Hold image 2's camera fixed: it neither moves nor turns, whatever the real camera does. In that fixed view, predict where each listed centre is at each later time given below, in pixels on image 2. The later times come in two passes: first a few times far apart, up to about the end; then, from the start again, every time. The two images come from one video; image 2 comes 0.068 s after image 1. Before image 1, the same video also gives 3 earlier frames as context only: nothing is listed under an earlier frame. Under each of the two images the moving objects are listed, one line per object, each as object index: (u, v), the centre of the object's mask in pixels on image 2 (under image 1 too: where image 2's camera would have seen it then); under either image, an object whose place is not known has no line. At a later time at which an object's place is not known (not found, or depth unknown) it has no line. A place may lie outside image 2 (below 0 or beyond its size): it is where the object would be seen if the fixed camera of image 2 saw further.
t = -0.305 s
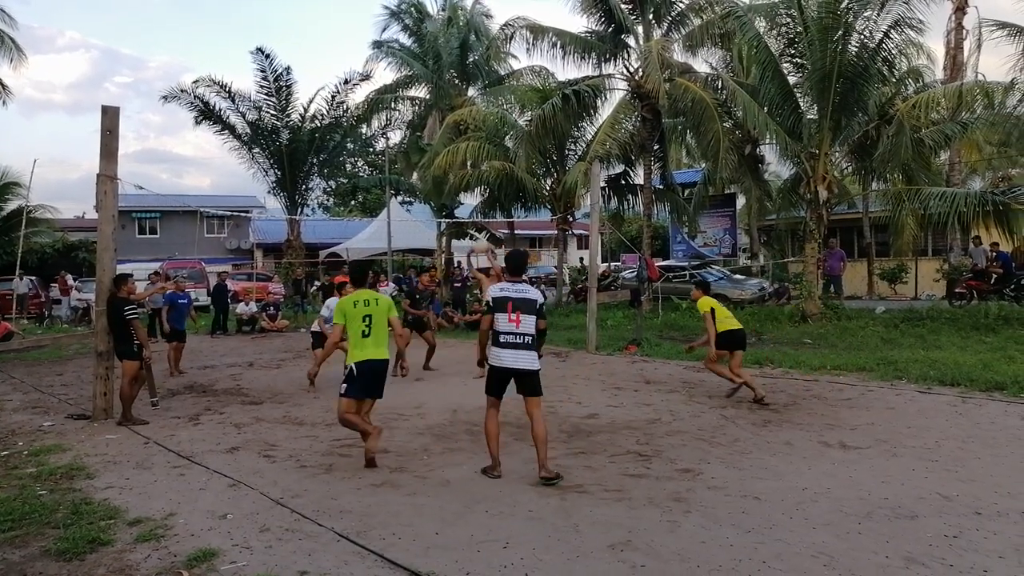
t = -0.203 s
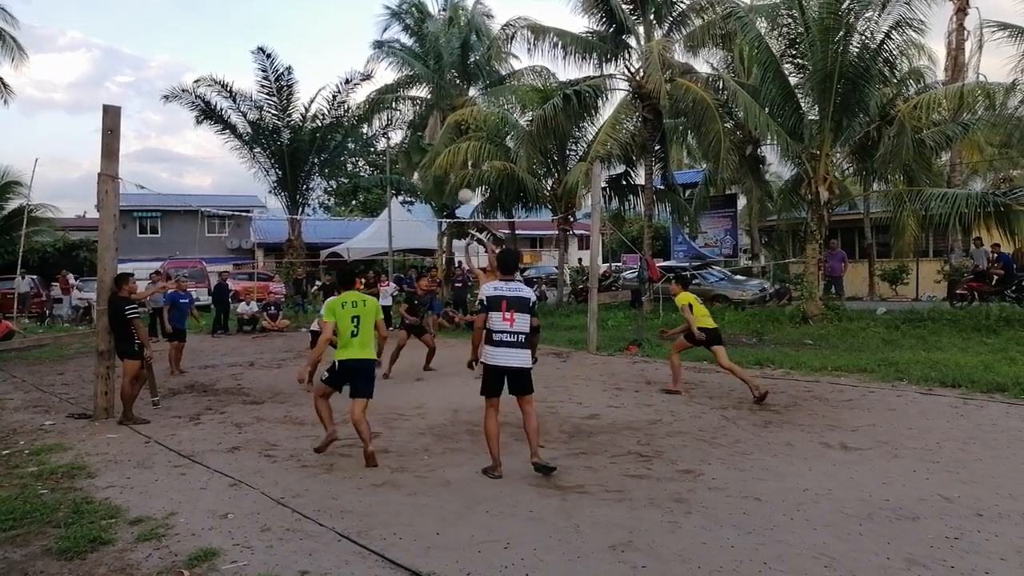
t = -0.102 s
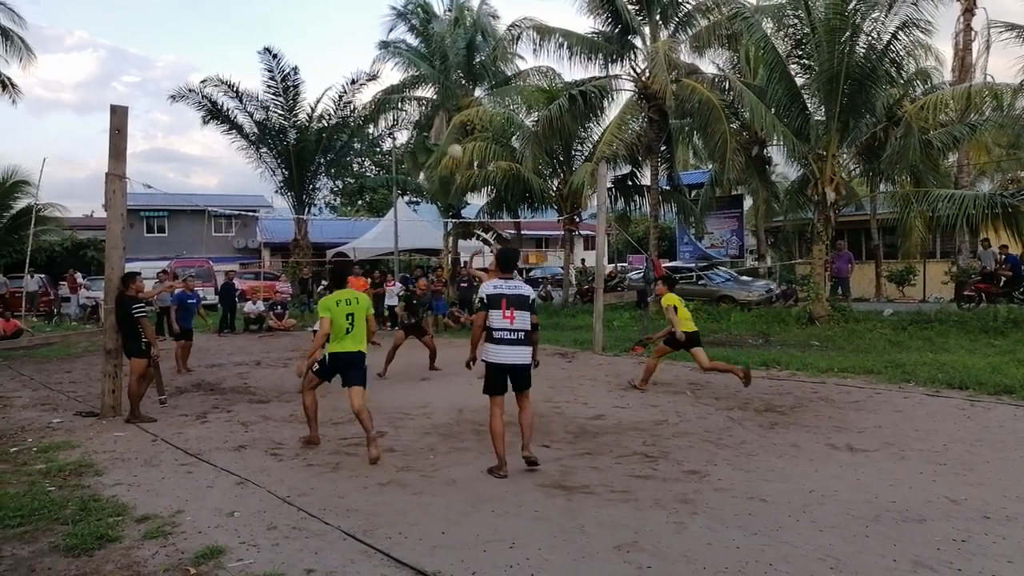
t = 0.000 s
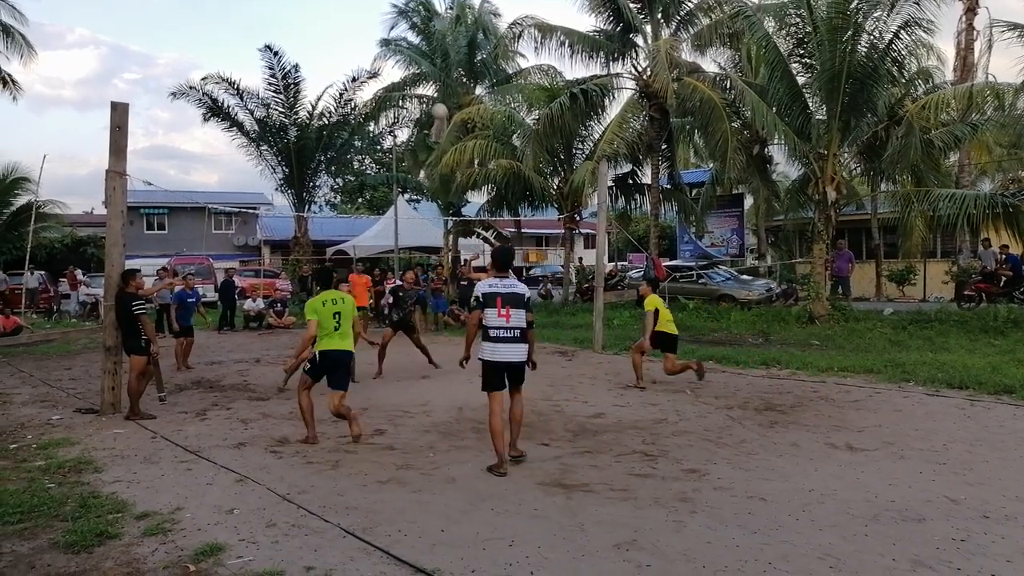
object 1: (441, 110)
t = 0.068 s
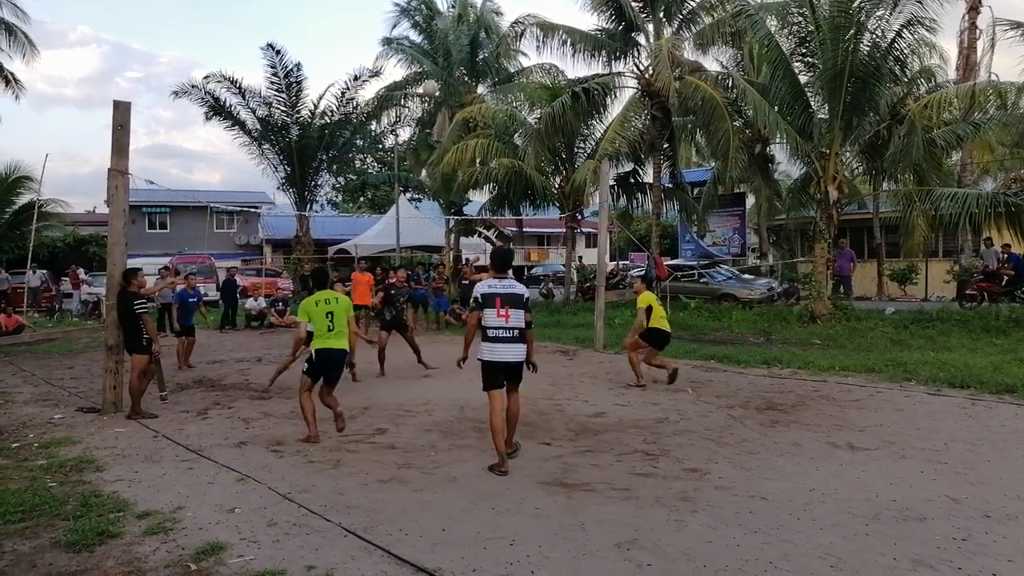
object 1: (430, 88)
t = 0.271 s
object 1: (397, 42)
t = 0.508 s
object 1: (356, 22)
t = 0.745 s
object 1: (314, 50)
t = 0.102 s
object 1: (425, 77)
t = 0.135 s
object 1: (419, 68)
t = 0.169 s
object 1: (414, 60)
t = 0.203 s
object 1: (408, 52)
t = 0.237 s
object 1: (402, 44)
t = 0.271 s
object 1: (397, 42)
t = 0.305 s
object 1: (392, 34)
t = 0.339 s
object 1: (385, 30)
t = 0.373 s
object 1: (380, 27)
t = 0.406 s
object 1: (374, 24)
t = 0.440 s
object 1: (367, 22)
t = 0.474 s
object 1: (362, 21)
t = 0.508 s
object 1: (356, 22)
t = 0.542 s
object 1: (350, 23)
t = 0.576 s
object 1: (344, 25)
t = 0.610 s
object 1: (338, 28)
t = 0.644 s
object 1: (332, 32)
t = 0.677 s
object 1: (326, 37)
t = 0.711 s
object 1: (320, 43)
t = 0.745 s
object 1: (314, 50)
